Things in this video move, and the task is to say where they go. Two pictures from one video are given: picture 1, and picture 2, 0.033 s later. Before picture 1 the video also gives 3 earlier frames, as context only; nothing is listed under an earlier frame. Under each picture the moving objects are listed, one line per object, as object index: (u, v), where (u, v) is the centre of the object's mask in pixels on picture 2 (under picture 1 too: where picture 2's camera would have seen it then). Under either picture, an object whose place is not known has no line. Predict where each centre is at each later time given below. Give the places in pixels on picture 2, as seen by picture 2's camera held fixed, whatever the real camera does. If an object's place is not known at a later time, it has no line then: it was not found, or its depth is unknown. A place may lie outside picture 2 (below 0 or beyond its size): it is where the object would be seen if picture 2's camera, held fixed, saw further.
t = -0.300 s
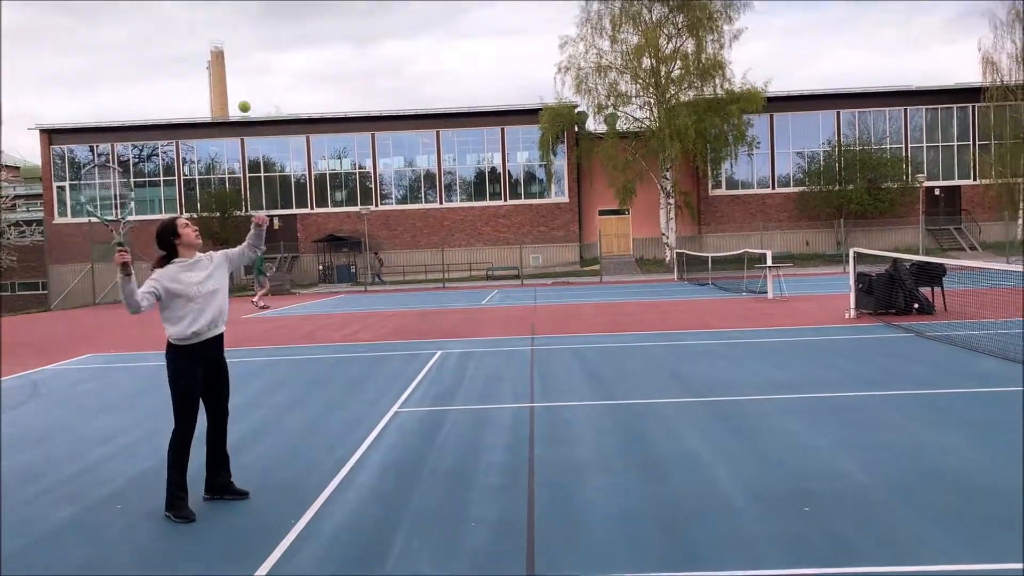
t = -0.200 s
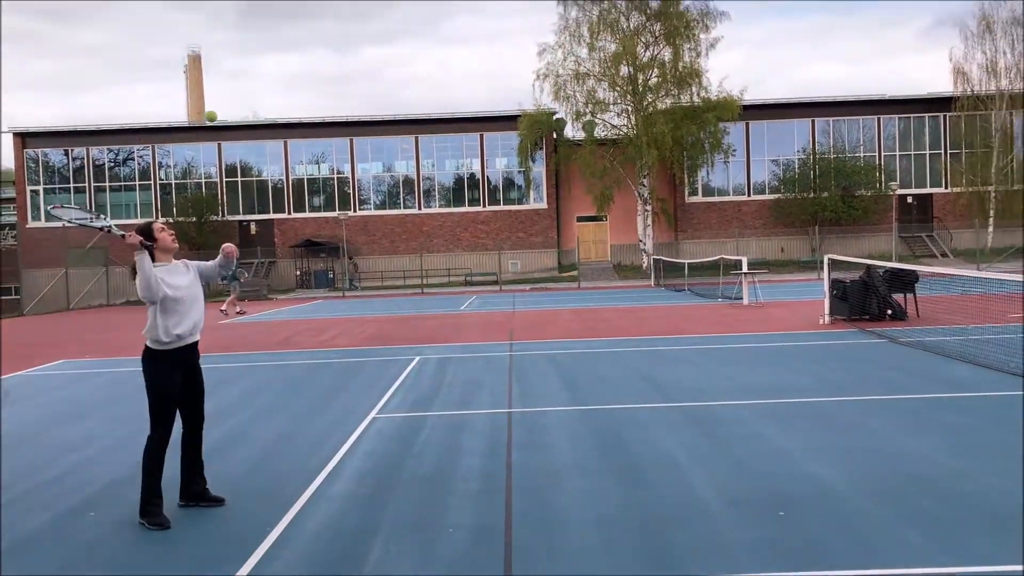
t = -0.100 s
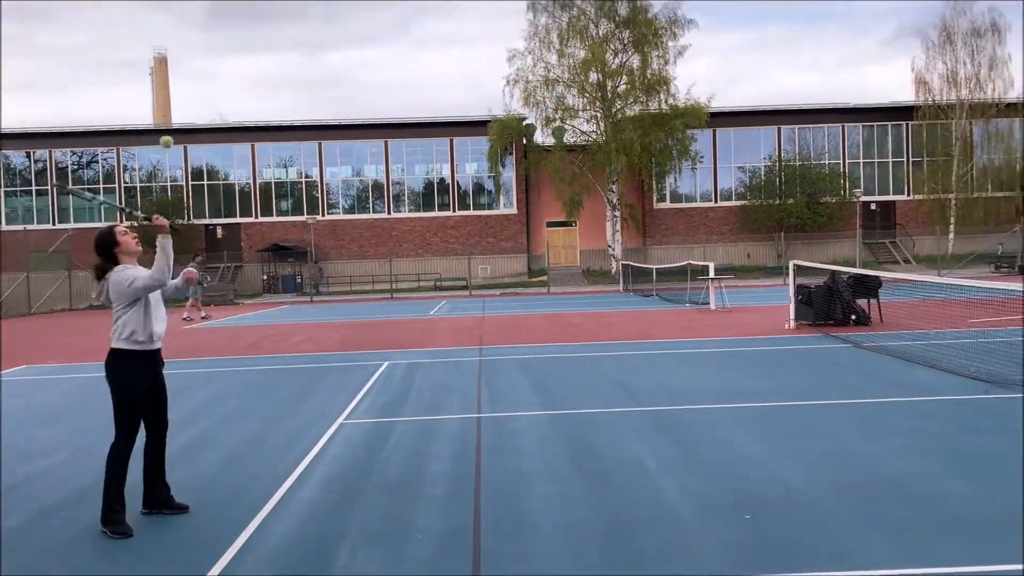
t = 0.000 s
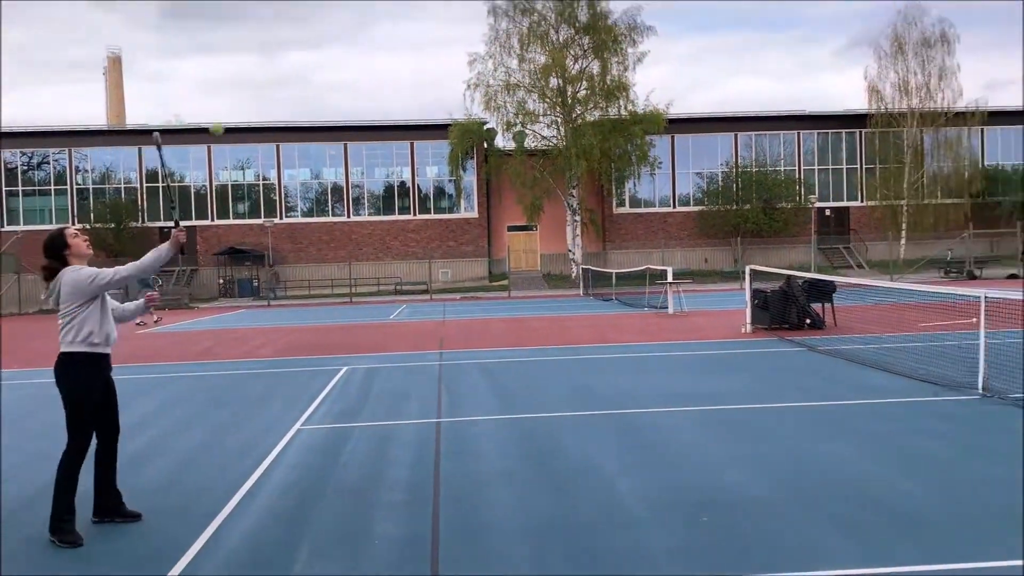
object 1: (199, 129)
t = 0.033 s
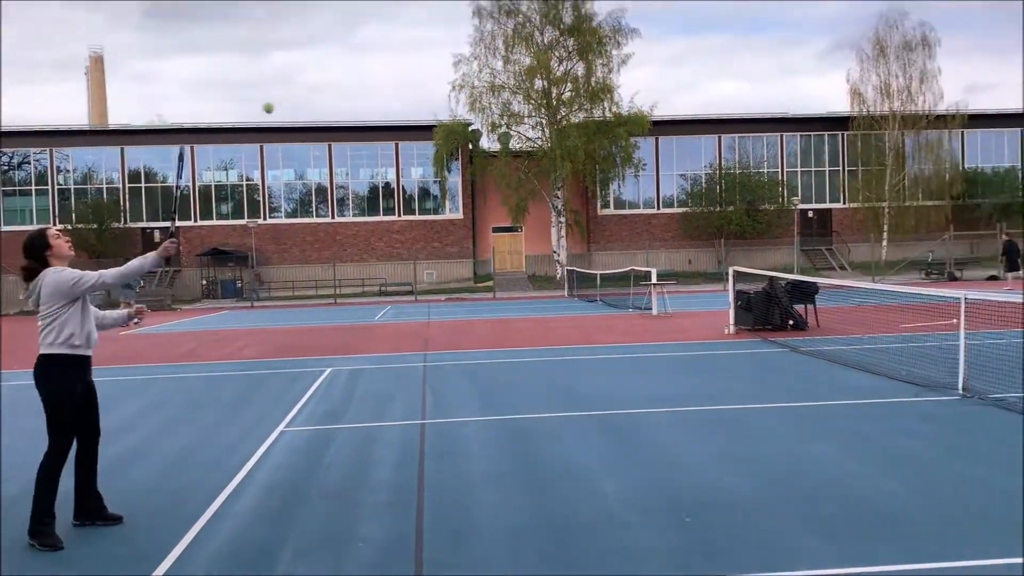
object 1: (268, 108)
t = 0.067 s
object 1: (331, 90)
